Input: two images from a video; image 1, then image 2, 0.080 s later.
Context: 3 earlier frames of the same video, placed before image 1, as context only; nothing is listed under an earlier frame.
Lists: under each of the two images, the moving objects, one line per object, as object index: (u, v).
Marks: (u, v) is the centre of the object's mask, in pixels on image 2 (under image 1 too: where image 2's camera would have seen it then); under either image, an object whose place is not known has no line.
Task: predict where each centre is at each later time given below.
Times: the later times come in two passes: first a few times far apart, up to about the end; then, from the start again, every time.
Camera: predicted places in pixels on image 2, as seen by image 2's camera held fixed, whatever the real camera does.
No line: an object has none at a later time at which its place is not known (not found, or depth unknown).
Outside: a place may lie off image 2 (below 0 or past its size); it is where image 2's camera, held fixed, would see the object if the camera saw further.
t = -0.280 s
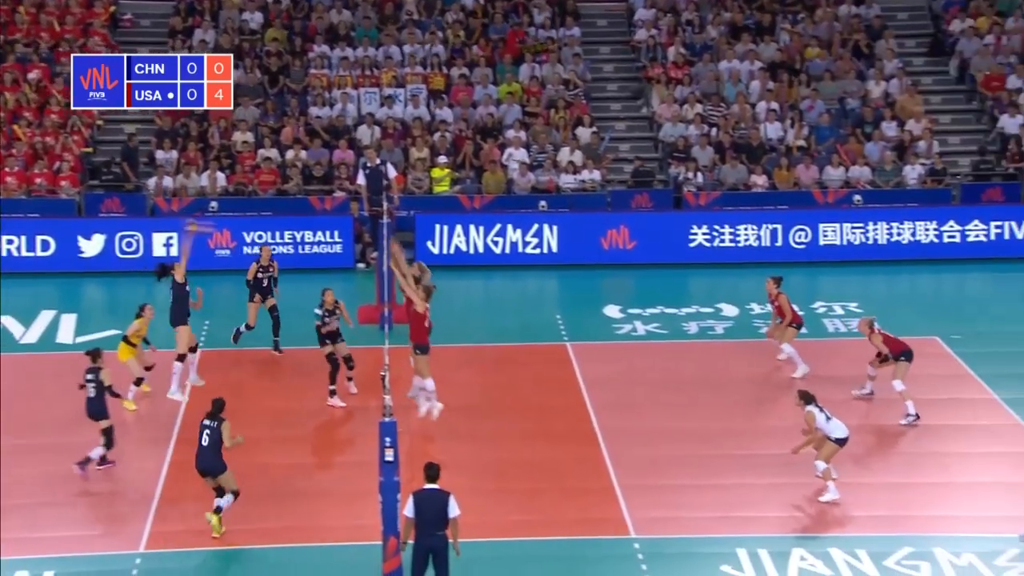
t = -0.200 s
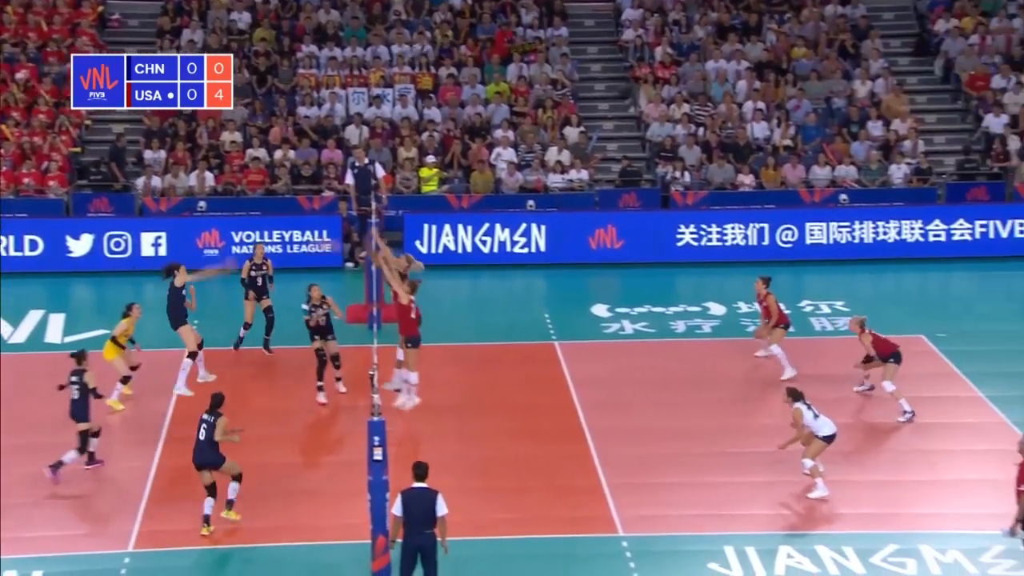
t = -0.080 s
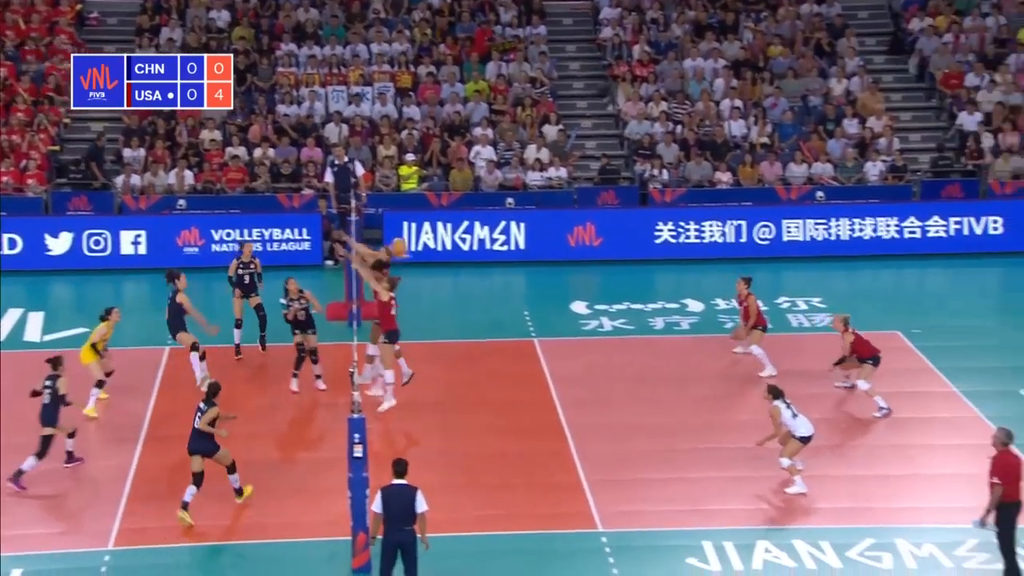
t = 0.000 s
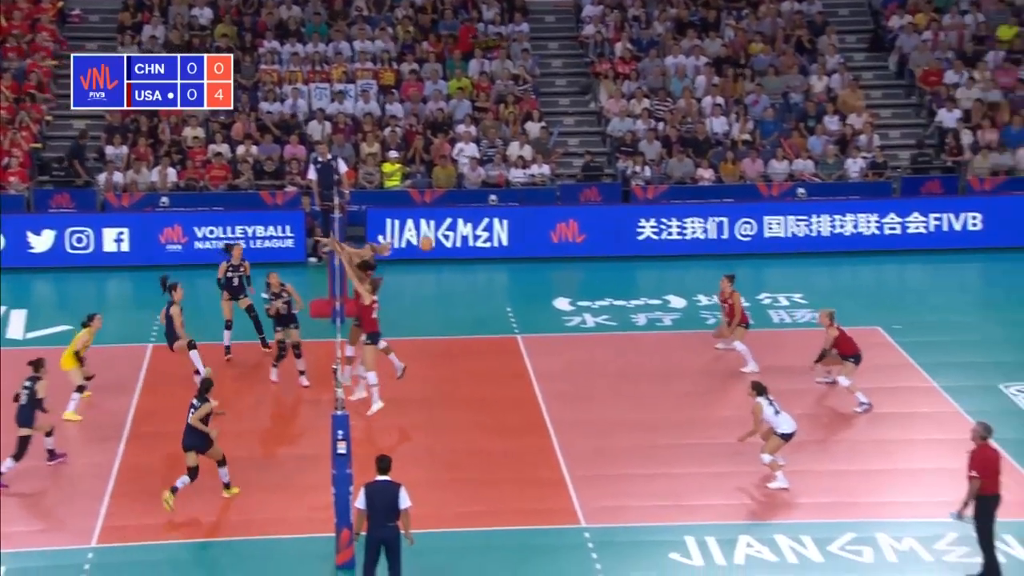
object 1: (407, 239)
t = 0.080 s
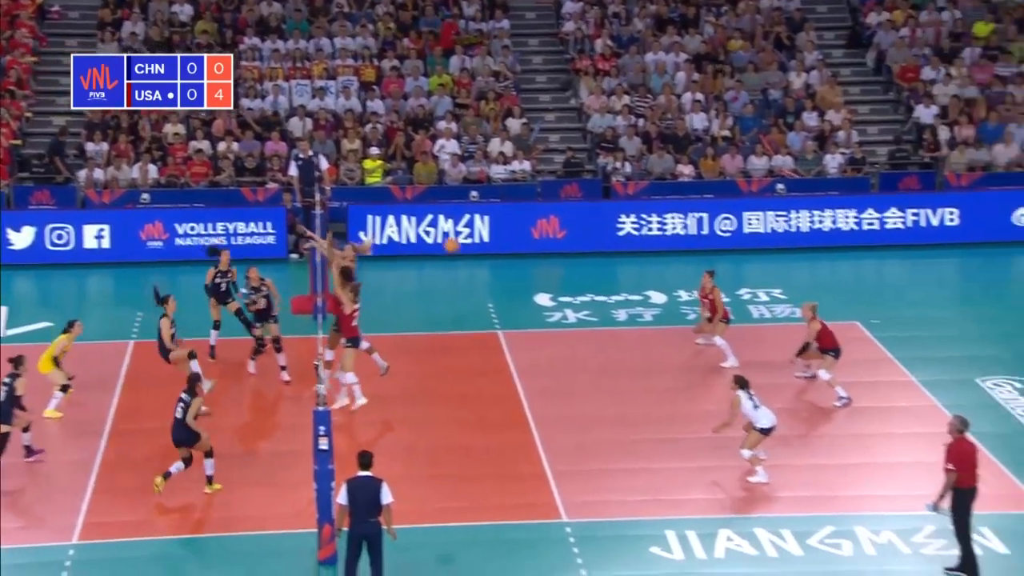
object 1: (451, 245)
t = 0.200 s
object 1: (517, 262)
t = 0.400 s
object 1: (626, 314)
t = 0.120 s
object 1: (473, 250)
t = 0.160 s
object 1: (496, 255)
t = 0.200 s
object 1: (517, 262)
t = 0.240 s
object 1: (539, 270)
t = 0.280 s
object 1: (561, 279)
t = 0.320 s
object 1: (583, 289)
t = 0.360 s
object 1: (604, 300)
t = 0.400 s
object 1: (626, 314)
